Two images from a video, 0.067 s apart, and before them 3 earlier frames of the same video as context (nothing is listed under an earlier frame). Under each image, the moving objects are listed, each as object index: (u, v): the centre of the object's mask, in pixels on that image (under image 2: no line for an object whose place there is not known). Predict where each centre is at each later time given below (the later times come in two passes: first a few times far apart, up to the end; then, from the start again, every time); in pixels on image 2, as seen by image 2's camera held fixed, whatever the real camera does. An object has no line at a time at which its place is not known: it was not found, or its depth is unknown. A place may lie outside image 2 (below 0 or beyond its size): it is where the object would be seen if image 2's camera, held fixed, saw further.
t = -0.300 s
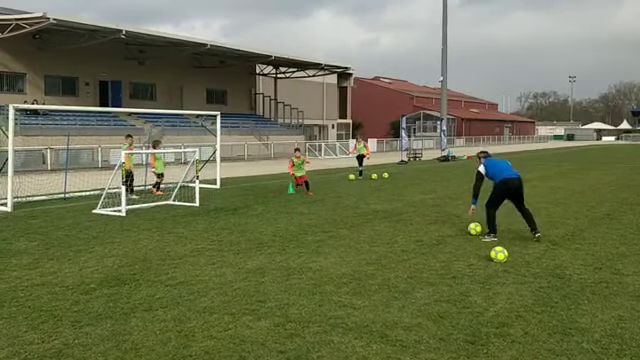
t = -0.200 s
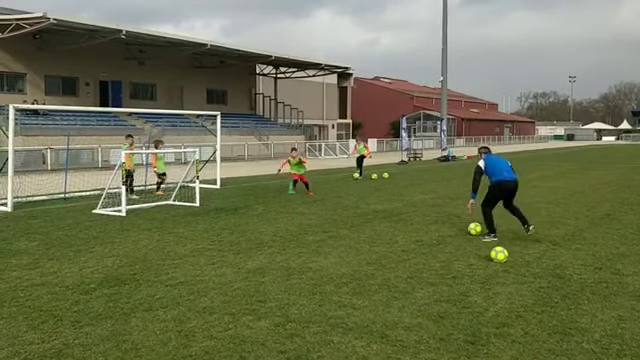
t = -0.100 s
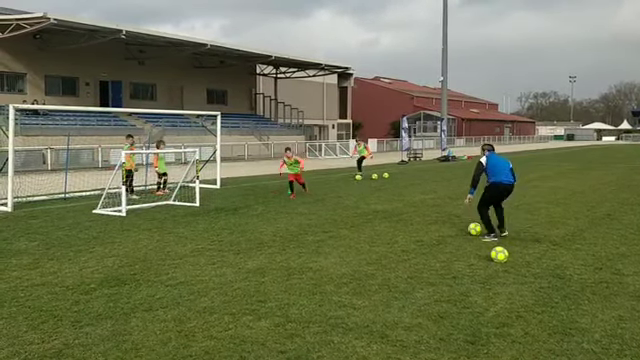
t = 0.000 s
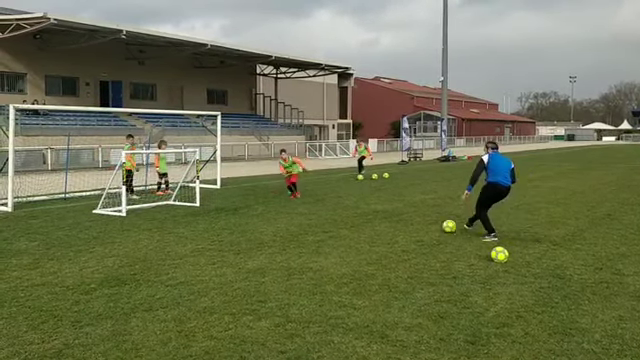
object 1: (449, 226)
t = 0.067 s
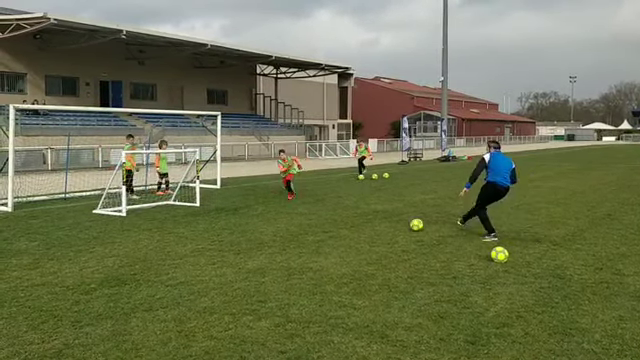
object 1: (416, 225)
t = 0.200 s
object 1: (361, 221)
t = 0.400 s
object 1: (295, 217)
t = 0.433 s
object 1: (286, 216)
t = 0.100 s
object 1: (400, 225)
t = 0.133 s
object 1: (387, 224)
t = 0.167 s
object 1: (373, 222)
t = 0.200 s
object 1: (361, 221)
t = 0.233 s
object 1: (348, 221)
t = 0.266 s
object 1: (336, 220)
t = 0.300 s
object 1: (325, 219)
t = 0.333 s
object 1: (315, 218)
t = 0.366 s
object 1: (305, 217)
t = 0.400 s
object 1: (295, 217)
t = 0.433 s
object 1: (286, 216)
